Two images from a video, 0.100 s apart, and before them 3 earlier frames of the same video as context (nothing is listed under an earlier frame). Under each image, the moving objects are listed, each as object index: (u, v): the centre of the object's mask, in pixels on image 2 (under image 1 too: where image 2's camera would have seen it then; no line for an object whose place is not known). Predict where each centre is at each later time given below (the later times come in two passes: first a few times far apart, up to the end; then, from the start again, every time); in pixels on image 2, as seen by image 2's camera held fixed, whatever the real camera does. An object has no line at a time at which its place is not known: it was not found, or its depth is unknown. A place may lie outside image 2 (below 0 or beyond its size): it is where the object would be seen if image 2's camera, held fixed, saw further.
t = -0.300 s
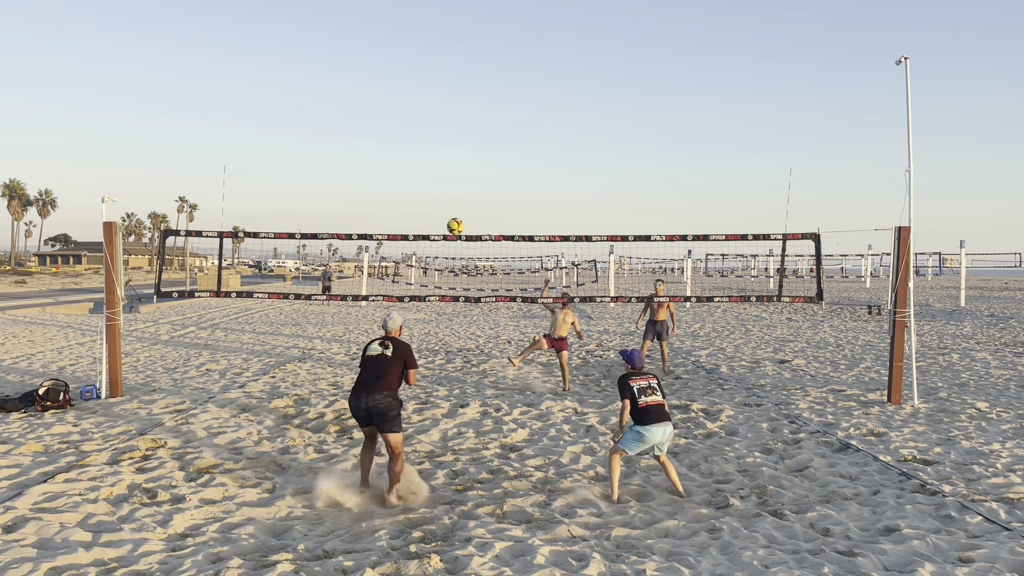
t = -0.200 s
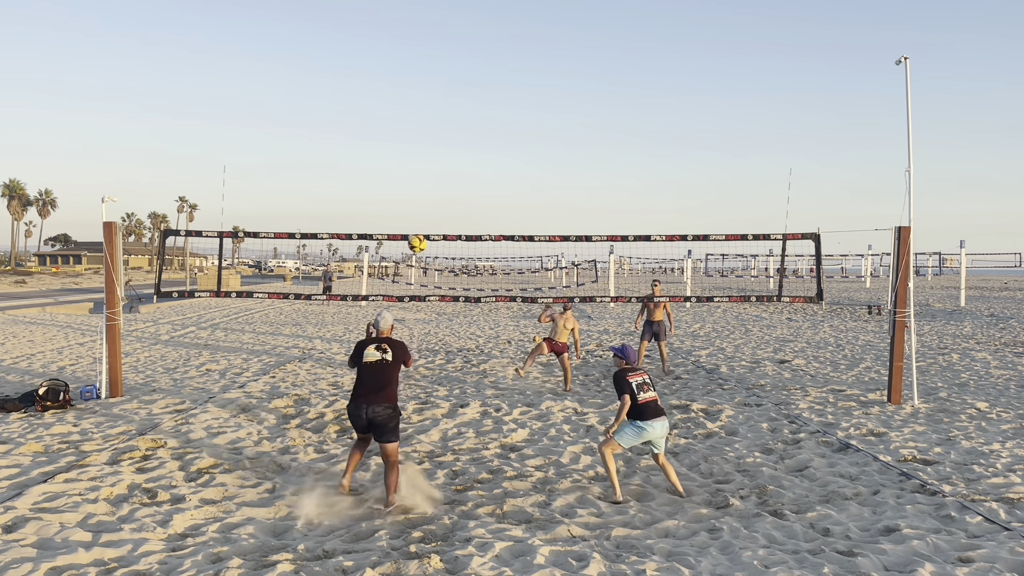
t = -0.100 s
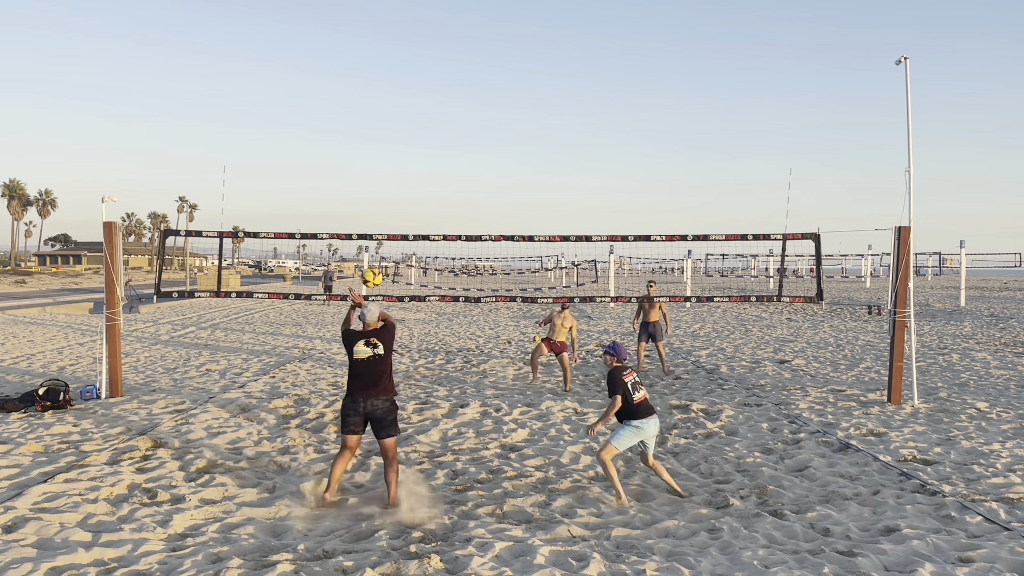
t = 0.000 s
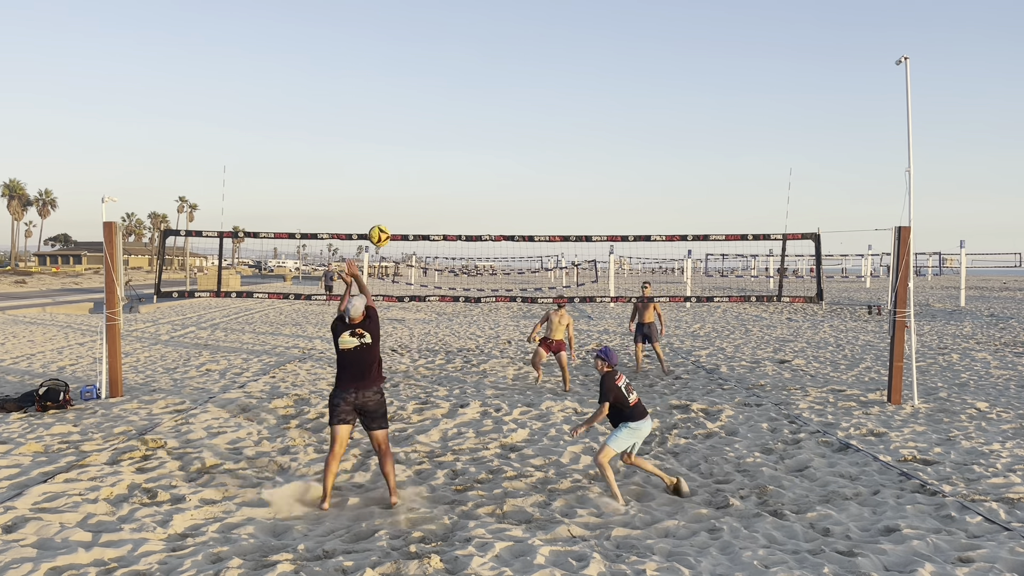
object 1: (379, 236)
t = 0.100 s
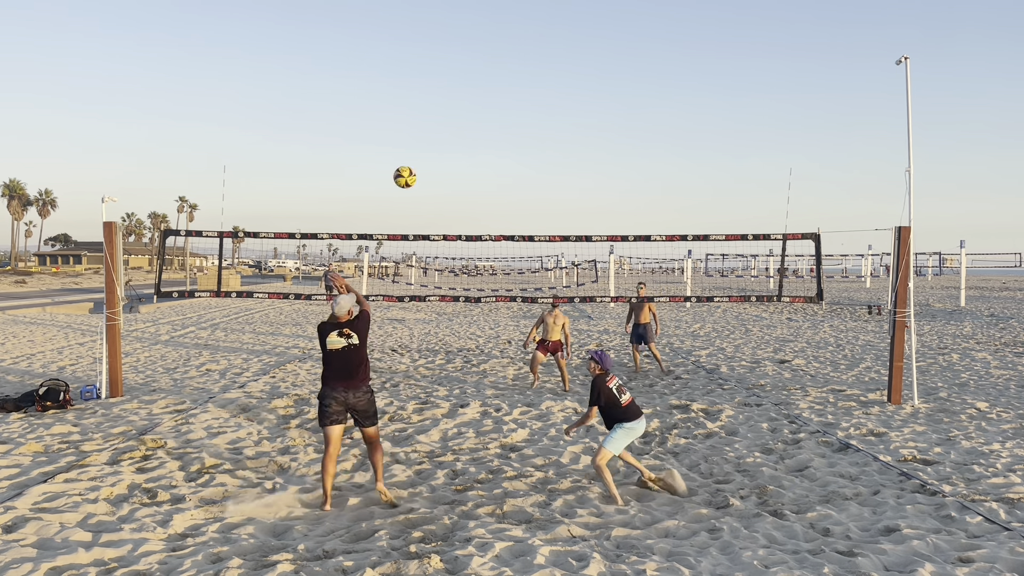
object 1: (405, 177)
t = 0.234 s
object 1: (438, 115)
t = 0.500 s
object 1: (508, 46)
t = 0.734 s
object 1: (567, 54)
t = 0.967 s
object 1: (625, 134)
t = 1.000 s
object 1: (632, 151)
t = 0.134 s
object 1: (413, 160)
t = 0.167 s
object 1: (421, 144)
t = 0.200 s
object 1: (430, 128)
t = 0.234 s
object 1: (438, 115)
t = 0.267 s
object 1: (447, 102)
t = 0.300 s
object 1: (456, 90)
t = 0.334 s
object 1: (465, 80)
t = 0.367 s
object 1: (473, 71)
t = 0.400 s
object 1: (482, 62)
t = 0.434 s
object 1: (491, 56)
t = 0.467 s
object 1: (499, 50)
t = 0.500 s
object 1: (508, 46)
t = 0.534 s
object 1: (516, 43)
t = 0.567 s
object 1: (525, 41)
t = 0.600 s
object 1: (533, 41)
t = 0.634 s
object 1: (542, 42)
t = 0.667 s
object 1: (551, 45)
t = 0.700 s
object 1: (559, 49)
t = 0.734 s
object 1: (567, 54)
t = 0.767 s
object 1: (576, 61)
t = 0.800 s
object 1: (584, 69)
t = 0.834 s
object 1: (593, 79)
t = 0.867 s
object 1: (601, 90)
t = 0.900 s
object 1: (609, 103)
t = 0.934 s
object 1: (617, 117)
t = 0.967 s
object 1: (625, 134)
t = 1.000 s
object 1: (632, 151)
